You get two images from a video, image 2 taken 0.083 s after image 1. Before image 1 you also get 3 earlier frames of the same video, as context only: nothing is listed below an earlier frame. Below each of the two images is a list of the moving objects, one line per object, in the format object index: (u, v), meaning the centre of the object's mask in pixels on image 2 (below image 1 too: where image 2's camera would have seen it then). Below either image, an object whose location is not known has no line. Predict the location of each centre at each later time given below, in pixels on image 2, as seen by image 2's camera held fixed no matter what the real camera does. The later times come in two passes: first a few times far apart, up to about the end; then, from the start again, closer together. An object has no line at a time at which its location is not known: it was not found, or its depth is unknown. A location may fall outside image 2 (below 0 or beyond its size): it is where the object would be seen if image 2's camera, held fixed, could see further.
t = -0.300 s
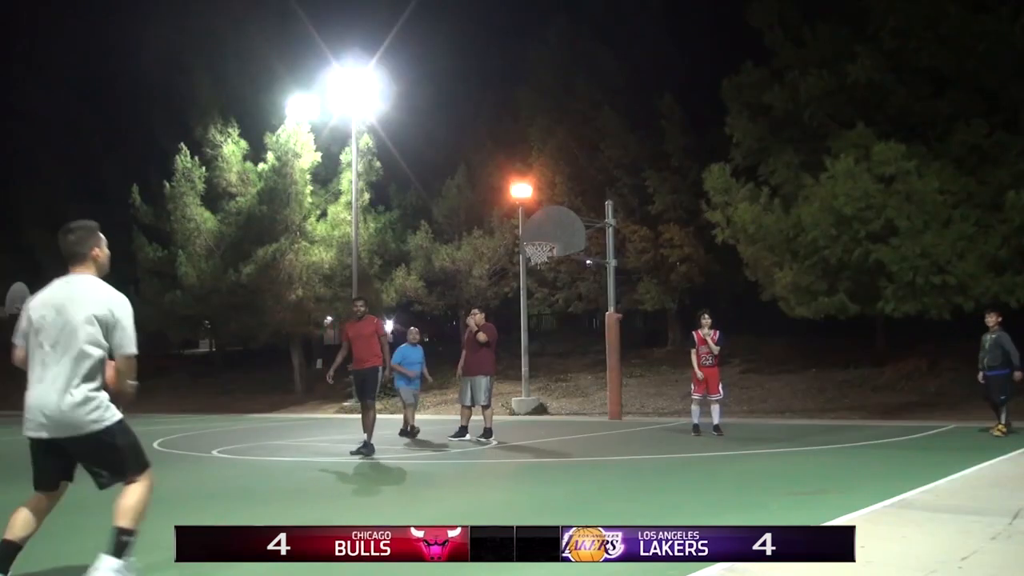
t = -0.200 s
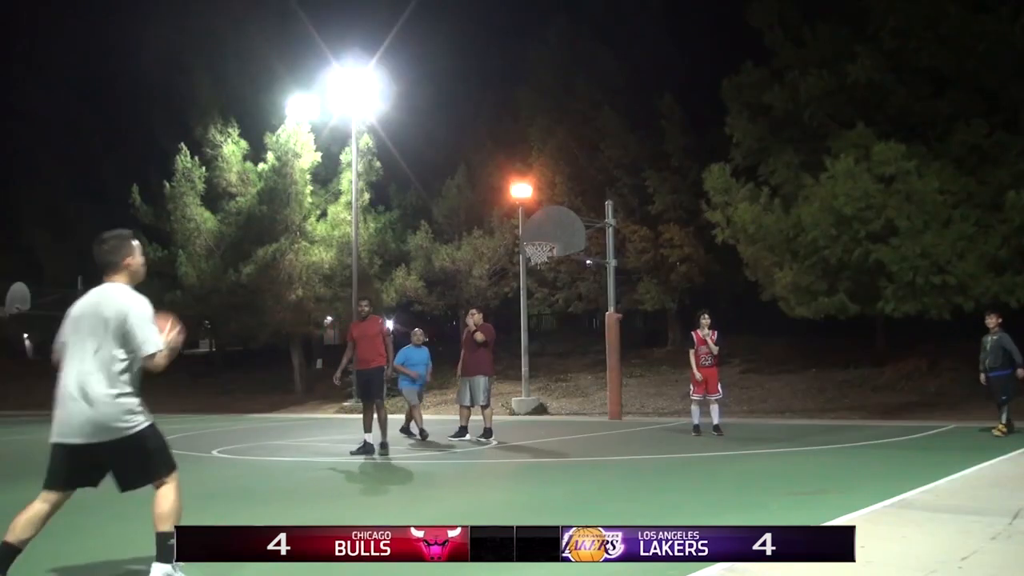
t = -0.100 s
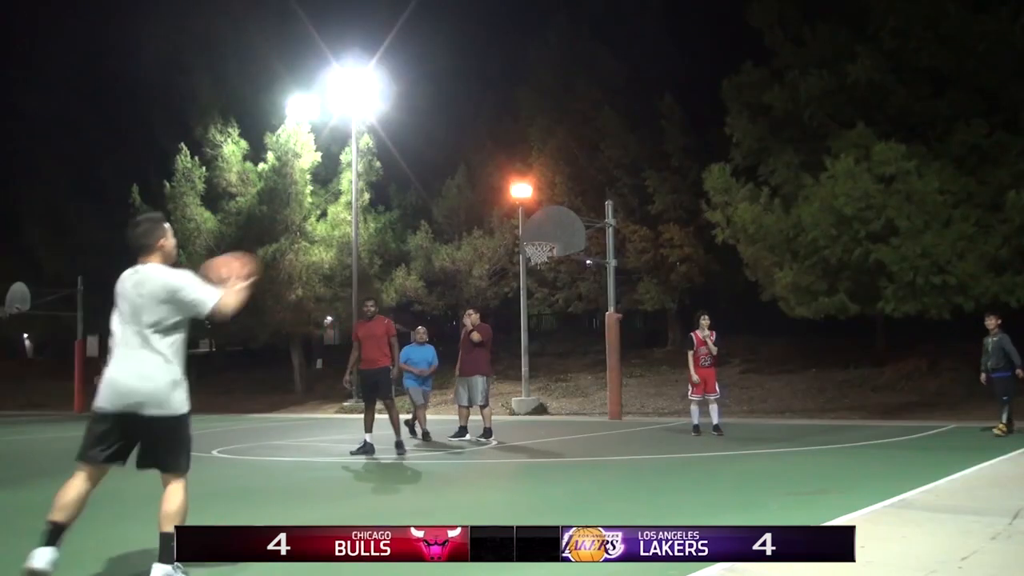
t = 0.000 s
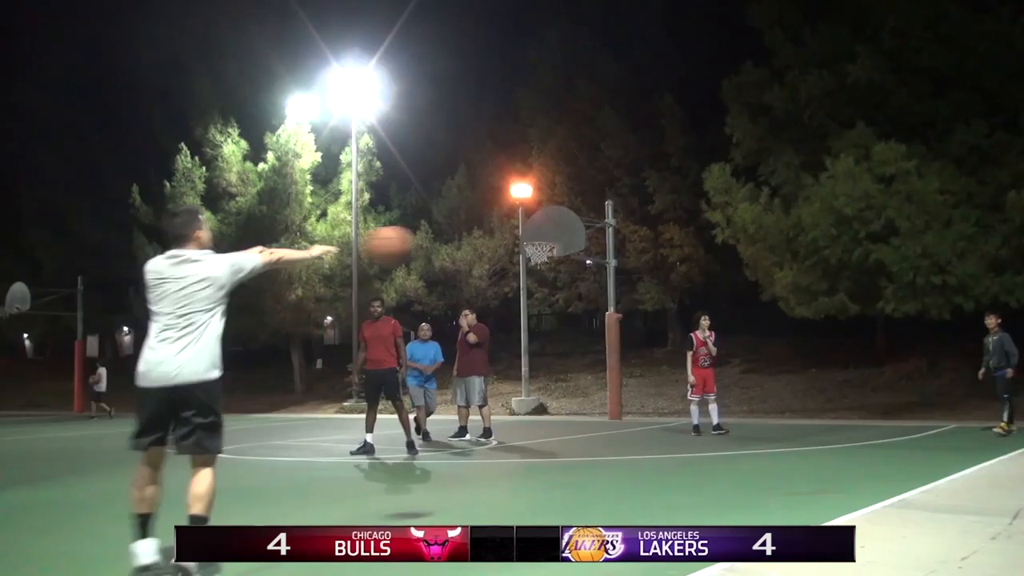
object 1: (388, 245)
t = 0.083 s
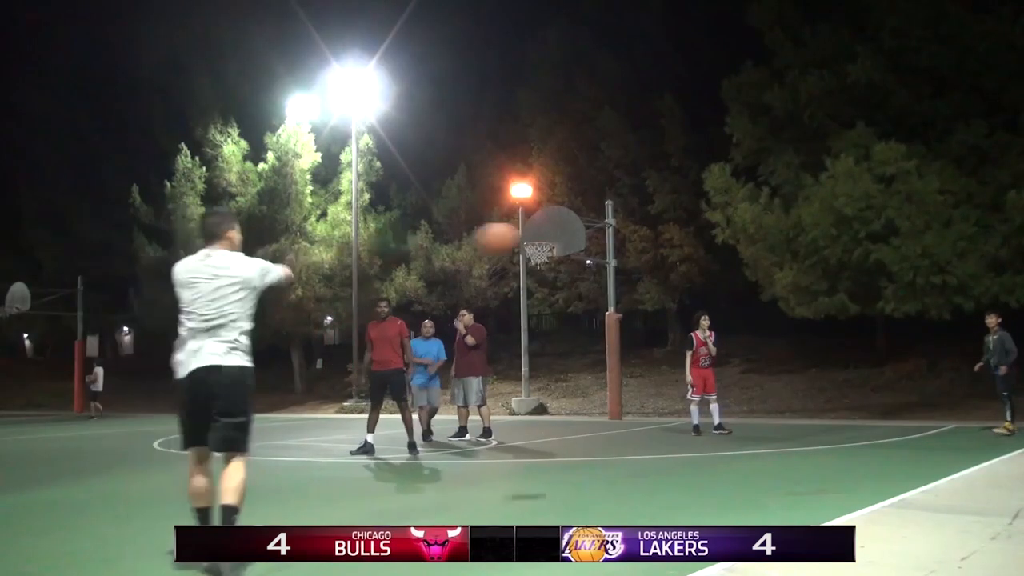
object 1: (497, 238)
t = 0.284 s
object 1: (694, 266)
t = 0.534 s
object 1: (854, 346)
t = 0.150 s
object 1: (573, 242)
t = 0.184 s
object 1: (607, 245)
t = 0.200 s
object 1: (624, 250)
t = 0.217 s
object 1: (637, 253)
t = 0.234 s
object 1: (651, 255)
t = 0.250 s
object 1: (667, 259)
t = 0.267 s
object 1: (680, 263)
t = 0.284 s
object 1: (694, 266)
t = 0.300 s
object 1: (707, 270)
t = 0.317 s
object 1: (720, 274)
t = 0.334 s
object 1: (731, 279)
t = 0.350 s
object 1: (743, 284)
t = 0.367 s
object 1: (755, 289)
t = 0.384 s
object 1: (766, 294)
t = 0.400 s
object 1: (777, 299)
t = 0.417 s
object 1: (787, 305)
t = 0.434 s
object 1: (797, 310)
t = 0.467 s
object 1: (818, 322)
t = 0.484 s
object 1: (827, 328)
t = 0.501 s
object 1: (836, 334)
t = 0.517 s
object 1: (845, 340)
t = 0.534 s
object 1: (854, 346)
